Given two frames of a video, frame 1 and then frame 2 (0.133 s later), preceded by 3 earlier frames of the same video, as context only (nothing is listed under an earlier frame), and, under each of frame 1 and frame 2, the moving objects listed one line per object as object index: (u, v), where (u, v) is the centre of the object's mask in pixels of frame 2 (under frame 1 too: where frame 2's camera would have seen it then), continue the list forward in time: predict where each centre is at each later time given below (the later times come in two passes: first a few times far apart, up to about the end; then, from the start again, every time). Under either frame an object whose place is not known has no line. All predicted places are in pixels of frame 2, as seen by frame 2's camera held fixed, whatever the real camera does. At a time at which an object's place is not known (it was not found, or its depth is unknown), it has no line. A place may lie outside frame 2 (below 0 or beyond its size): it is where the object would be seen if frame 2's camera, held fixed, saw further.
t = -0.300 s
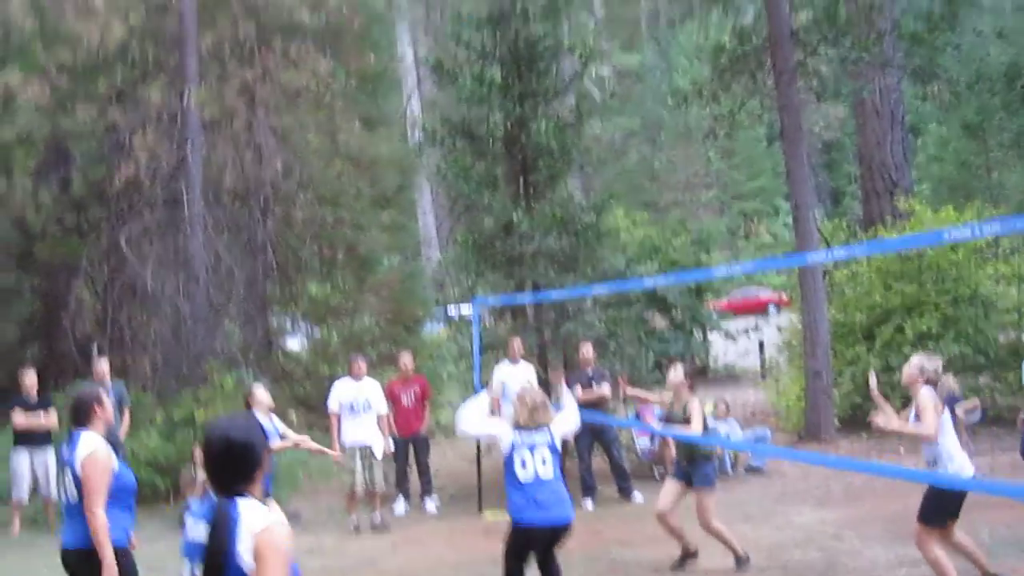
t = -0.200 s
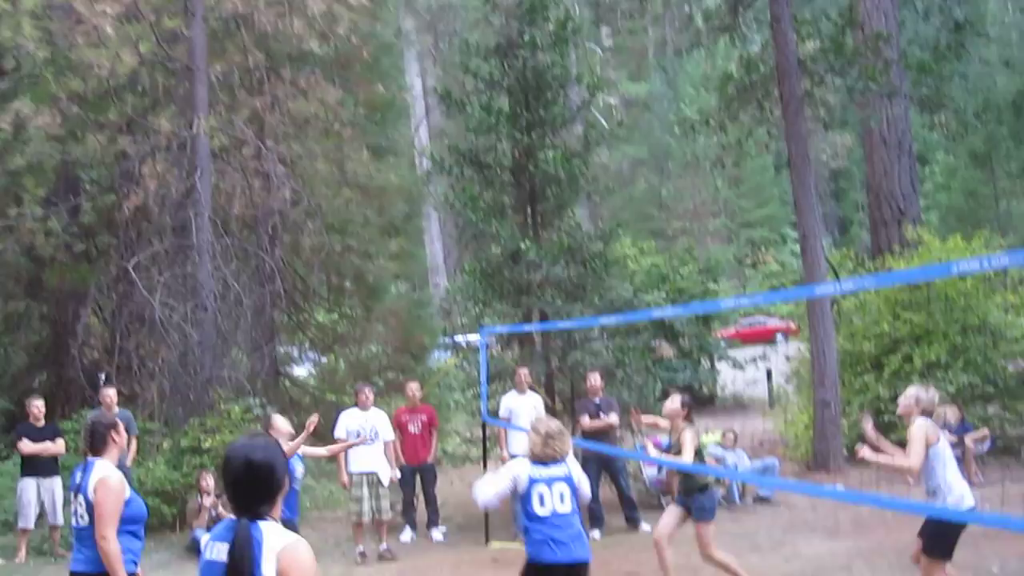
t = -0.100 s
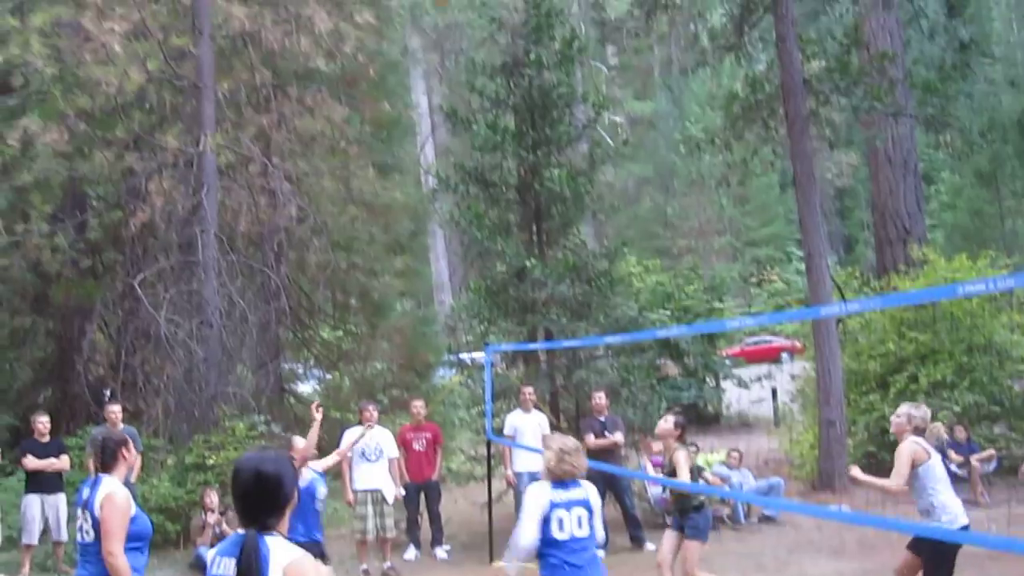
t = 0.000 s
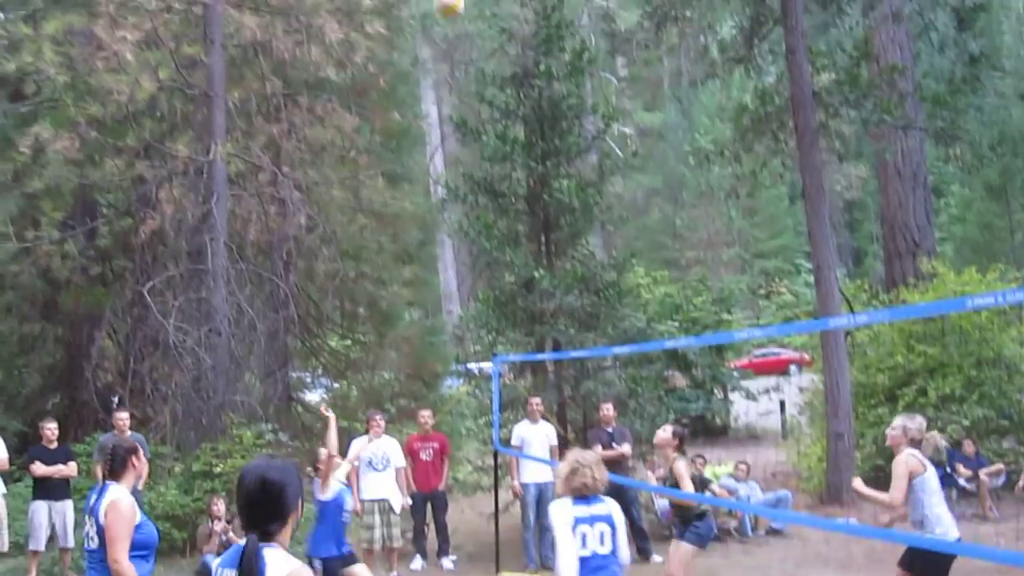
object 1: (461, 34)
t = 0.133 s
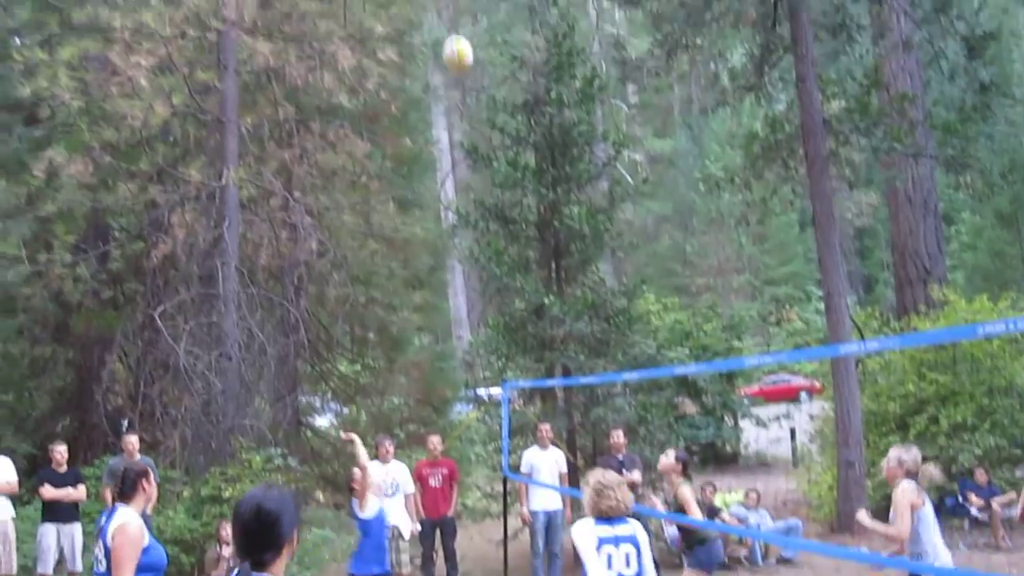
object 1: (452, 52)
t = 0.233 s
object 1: (456, 84)
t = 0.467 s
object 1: (455, 208)
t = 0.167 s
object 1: (452, 61)
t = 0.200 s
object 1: (456, 71)
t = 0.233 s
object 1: (456, 84)
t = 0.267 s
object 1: (453, 95)
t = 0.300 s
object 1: (451, 110)
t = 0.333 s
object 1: (452, 128)
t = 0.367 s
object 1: (451, 148)
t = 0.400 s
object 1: (451, 165)
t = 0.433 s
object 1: (455, 186)
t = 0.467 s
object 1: (455, 208)
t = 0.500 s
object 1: (455, 232)
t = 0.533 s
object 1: (455, 256)
